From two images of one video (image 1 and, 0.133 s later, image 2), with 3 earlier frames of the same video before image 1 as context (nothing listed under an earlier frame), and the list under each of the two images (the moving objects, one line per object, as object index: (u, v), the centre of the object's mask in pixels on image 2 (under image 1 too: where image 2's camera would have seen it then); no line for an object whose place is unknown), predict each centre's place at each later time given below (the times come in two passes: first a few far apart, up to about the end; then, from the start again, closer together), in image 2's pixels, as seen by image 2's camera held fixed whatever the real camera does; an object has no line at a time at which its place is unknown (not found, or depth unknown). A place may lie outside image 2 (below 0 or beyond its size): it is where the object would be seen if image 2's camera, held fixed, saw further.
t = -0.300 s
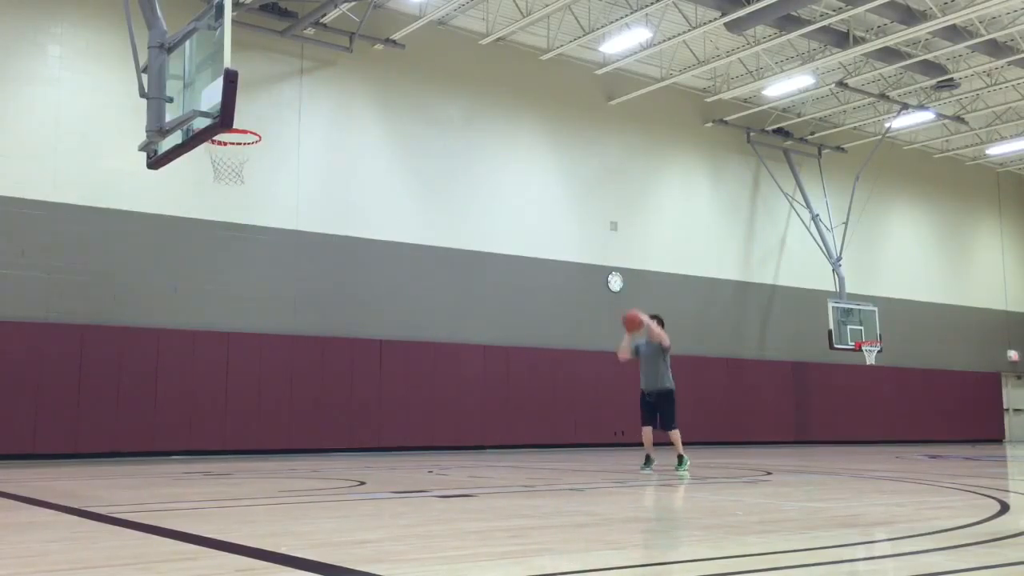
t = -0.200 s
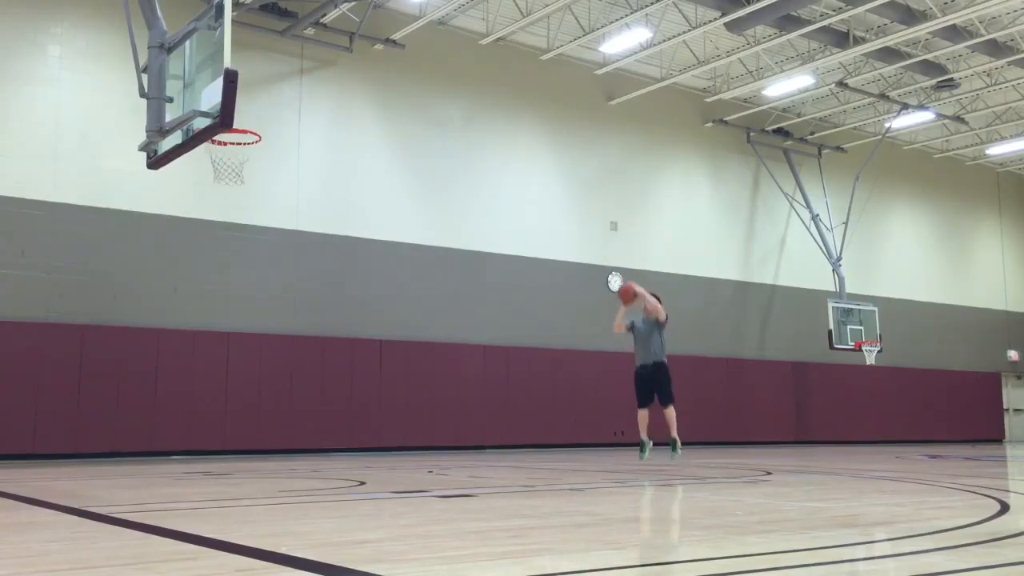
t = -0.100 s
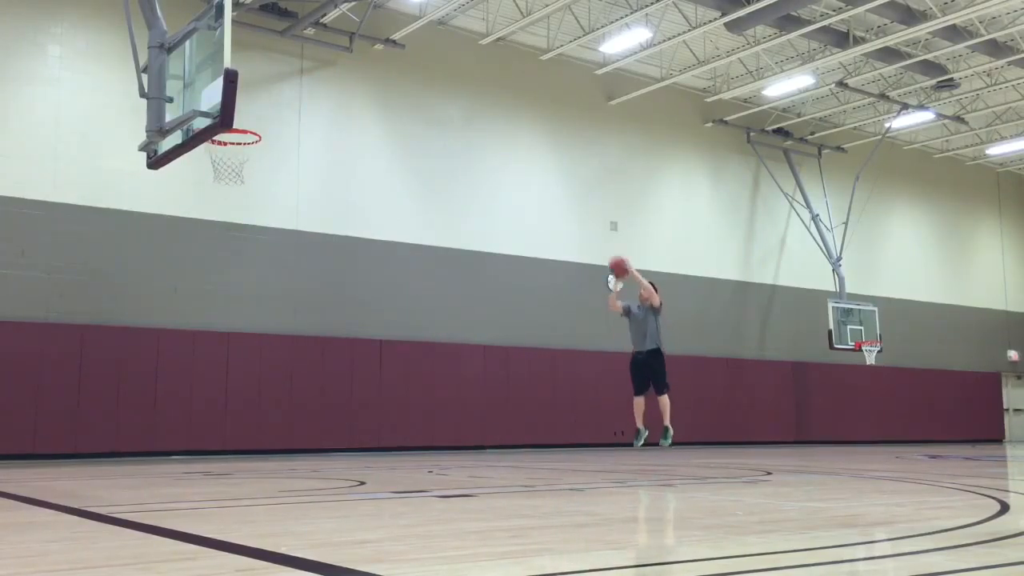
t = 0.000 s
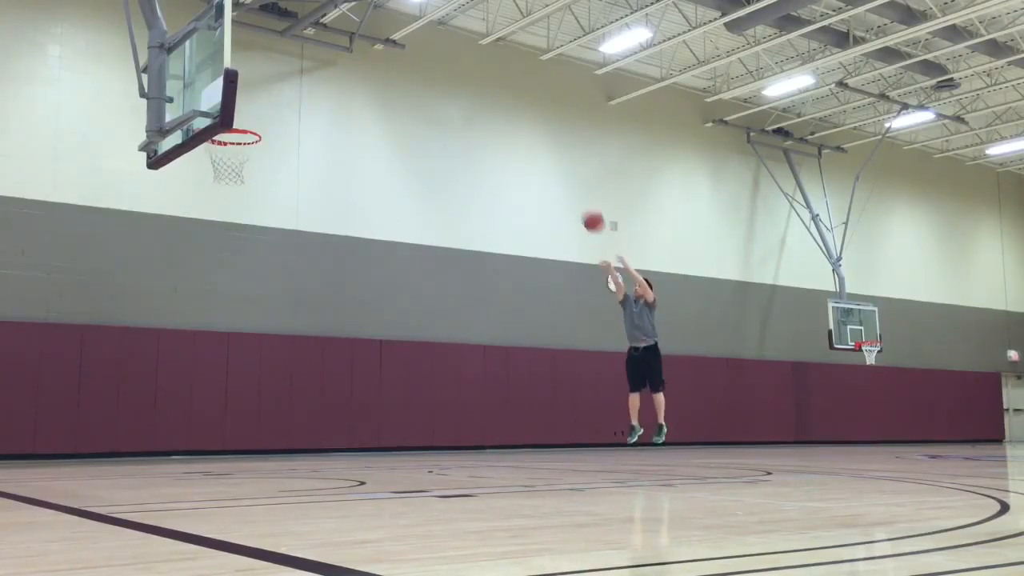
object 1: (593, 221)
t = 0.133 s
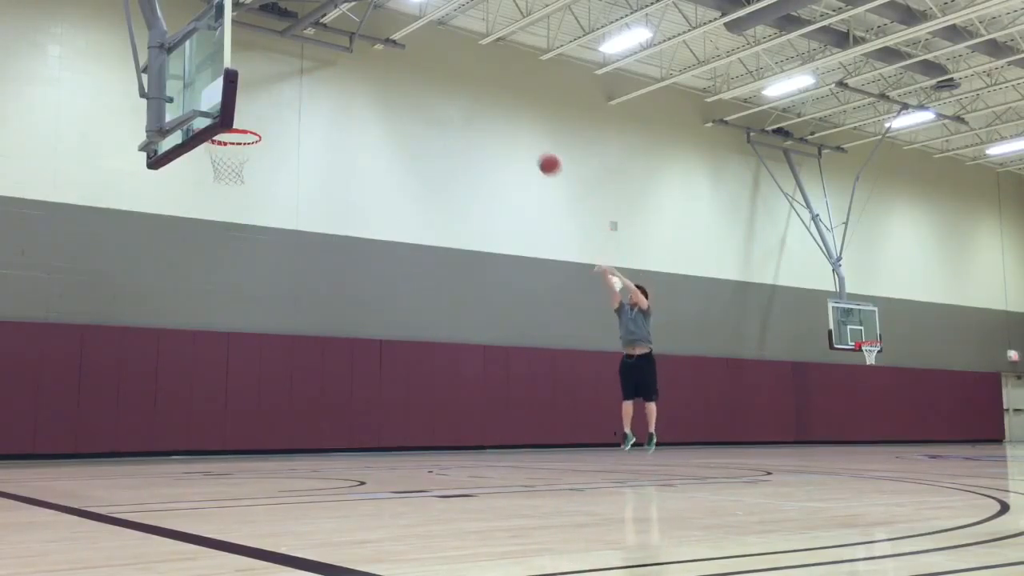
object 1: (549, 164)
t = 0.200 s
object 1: (526, 140)
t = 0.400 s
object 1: (455, 90)
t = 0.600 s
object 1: (378, 72)
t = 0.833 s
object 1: (278, 97)
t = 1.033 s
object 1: (237, 150)
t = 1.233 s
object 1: (246, 156)
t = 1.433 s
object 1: (229, 189)
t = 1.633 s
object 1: (209, 261)
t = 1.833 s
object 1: (188, 374)
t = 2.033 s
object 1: (172, 432)
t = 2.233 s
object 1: (167, 346)
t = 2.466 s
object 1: (158, 301)
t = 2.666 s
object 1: (149, 306)
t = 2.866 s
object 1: (138, 352)
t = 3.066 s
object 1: (126, 439)
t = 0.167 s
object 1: (538, 152)
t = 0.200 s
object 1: (526, 140)
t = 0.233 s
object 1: (514, 130)
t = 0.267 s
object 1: (503, 120)
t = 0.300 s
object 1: (491, 111)
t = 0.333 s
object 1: (478, 103)
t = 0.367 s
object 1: (467, 96)
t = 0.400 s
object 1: (455, 90)
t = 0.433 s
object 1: (442, 85)
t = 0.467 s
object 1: (430, 80)
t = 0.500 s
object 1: (417, 76)
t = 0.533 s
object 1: (404, 74)
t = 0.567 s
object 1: (391, 72)
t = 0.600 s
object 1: (378, 72)
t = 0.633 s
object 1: (365, 72)
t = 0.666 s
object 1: (351, 73)
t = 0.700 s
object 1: (336, 76)
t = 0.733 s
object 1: (322, 80)
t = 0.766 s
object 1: (308, 84)
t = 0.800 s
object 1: (293, 90)
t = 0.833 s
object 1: (278, 97)
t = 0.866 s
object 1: (262, 106)
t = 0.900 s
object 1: (247, 115)
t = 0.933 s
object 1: (235, 127)
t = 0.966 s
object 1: (223, 140)
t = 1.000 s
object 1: (228, 144)
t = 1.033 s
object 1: (237, 150)
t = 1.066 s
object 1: (244, 150)
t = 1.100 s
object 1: (248, 146)
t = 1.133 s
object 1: (249, 146)
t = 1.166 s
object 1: (249, 149)
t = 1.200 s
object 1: (247, 153)
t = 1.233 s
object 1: (246, 156)
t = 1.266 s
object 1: (243, 160)
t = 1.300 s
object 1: (241, 164)
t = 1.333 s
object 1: (238, 168)
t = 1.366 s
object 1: (235, 174)
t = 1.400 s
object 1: (232, 180)
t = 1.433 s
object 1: (229, 189)
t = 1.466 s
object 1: (226, 197)
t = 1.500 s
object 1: (222, 208)
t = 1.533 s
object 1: (219, 220)
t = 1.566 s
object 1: (216, 233)
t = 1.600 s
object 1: (213, 246)
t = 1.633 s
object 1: (209, 261)
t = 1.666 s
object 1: (206, 277)
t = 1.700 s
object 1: (202, 294)
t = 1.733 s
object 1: (199, 312)
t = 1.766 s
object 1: (195, 332)
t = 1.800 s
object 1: (192, 352)
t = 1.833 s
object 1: (188, 374)
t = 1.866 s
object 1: (185, 397)
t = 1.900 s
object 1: (181, 421)
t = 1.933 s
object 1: (178, 446)
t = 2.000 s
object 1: (173, 448)
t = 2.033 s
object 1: (172, 432)
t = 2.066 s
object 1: (171, 415)
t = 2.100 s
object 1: (171, 398)
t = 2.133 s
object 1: (170, 384)
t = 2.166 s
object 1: (169, 369)
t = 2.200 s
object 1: (168, 357)
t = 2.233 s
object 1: (167, 346)
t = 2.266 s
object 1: (166, 337)
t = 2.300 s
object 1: (166, 328)
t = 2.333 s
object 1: (164, 320)
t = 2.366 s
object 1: (162, 313)
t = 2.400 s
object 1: (161, 307)
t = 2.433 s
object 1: (159, 304)
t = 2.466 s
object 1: (158, 301)
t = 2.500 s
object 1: (156, 299)
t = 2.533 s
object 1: (155, 298)
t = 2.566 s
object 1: (154, 298)
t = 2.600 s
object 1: (152, 300)
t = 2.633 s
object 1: (150, 303)
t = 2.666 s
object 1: (149, 306)
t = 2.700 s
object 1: (147, 311)
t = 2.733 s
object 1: (146, 317)
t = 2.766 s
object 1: (143, 324)
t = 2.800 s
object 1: (142, 333)
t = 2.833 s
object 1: (140, 342)
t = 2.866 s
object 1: (138, 352)
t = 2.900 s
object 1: (136, 364)
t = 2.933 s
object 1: (135, 376)
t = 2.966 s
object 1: (132, 390)
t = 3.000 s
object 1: (130, 406)
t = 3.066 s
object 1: (126, 439)
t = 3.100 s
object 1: (123, 457)
